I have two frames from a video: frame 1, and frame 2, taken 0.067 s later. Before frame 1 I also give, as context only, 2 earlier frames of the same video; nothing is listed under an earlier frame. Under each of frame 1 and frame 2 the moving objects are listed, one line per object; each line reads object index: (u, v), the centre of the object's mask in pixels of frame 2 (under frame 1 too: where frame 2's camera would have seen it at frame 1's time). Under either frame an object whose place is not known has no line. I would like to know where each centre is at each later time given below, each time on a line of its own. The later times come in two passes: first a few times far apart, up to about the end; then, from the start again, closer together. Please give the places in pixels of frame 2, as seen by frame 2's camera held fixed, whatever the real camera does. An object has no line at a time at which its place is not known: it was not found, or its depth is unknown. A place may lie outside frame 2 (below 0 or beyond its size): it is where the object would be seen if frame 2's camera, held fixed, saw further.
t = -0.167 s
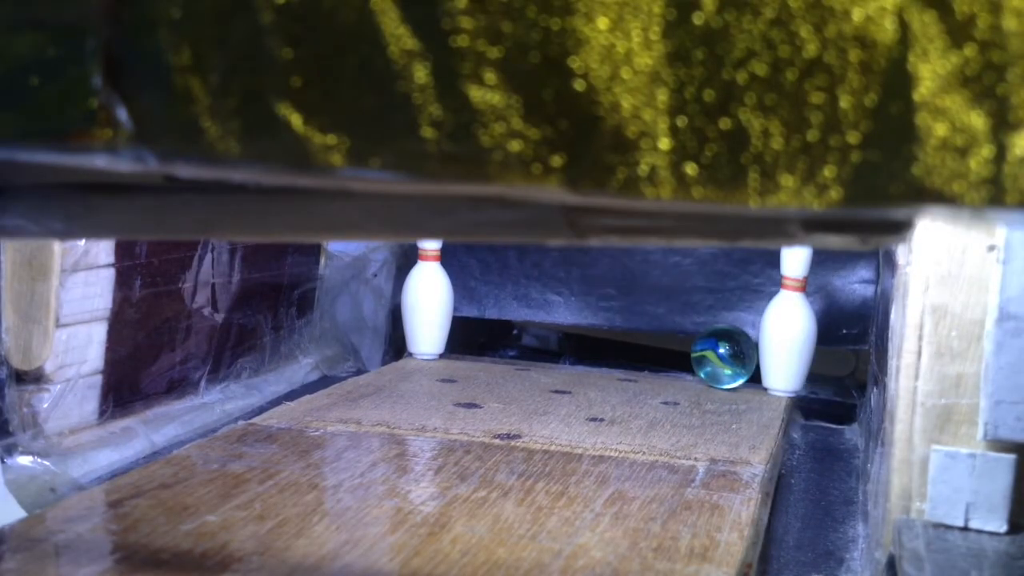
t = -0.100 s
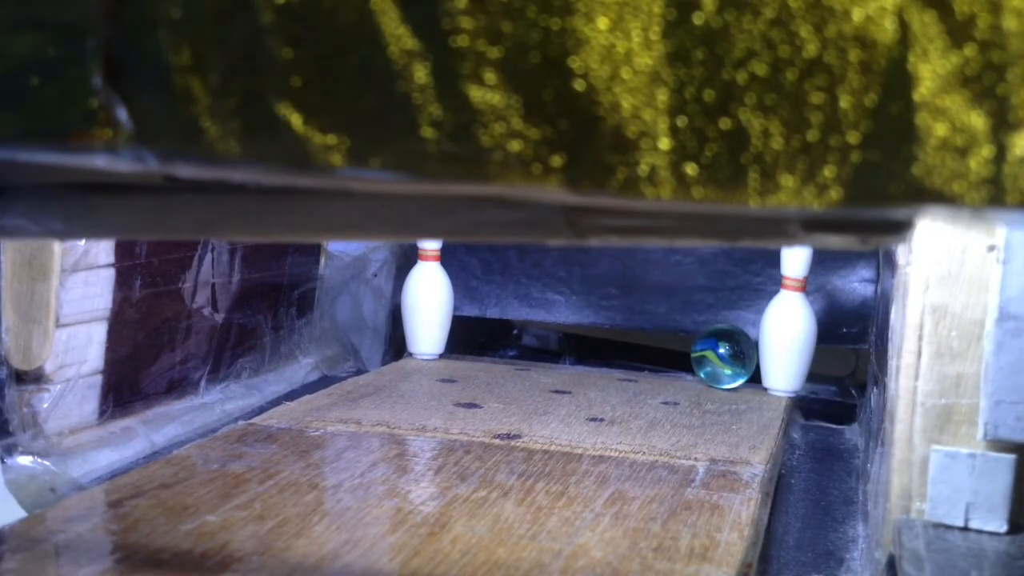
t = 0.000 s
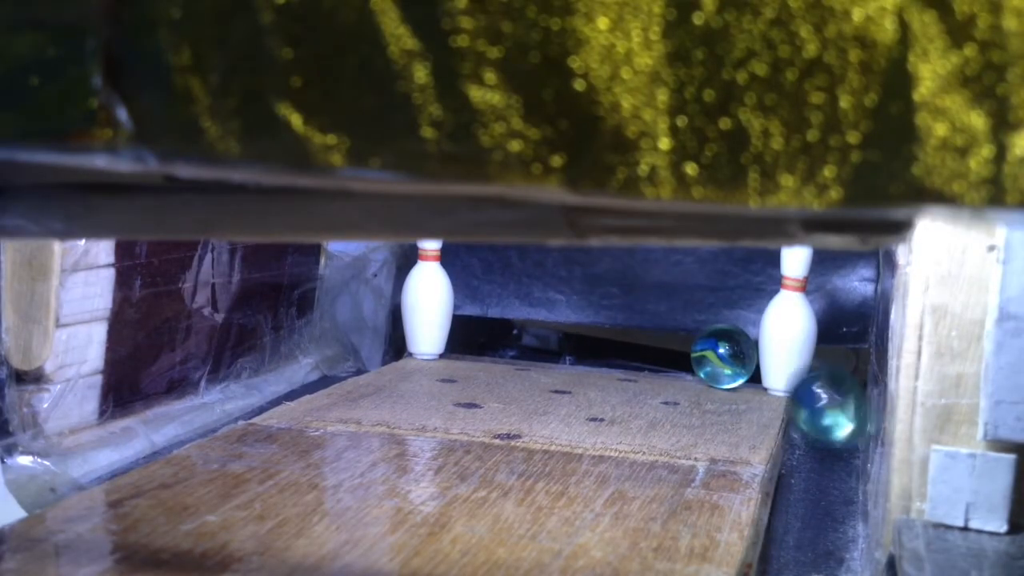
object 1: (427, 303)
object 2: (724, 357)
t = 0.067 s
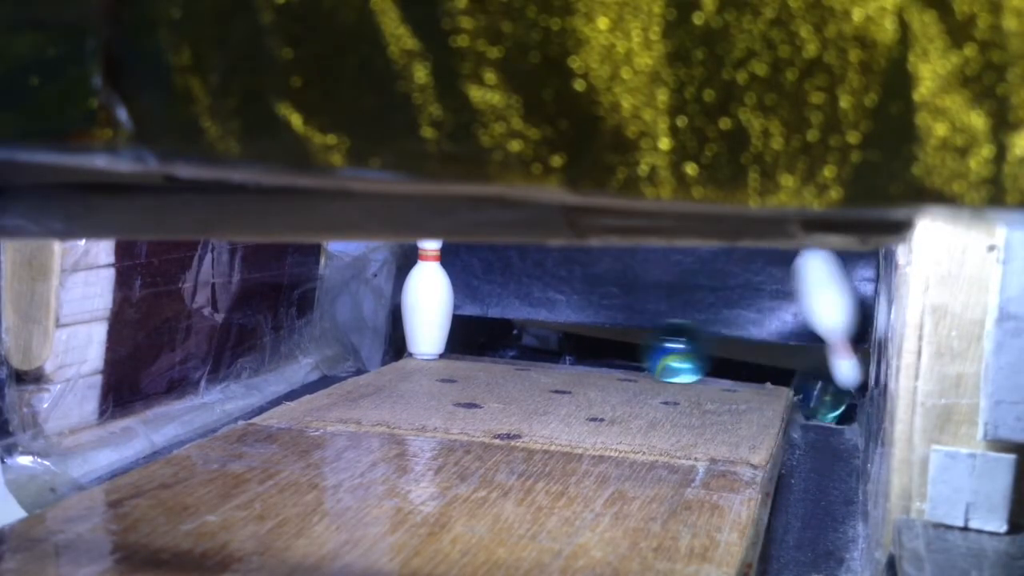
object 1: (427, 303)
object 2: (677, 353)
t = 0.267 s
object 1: (427, 303)
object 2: (538, 340)
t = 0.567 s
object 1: (365, 309)
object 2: (434, 330)
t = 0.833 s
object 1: (362, 304)
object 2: (410, 329)
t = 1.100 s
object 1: (357, 282)
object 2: (380, 335)
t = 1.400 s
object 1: (370, 308)
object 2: (343, 358)
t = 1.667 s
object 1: (369, 313)
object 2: (313, 368)
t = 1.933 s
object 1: (369, 313)
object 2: (257, 388)
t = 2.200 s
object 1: (369, 313)
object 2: (201, 408)
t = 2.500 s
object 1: (369, 313)
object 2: (116, 443)
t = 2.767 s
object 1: (369, 313)
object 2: (88, 455)
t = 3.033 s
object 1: (369, 313)
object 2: (102, 449)
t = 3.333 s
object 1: (369, 313)
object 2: (94, 453)
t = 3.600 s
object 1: (369, 313)
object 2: (94, 453)
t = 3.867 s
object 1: (369, 313)
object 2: (94, 453)
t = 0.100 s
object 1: (427, 303)
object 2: (650, 350)
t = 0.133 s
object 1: (427, 303)
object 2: (626, 348)
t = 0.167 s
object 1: (427, 303)
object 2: (602, 347)
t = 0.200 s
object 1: (427, 303)
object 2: (581, 344)
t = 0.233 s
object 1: (427, 303)
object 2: (562, 342)
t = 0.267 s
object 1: (427, 303)
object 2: (538, 340)
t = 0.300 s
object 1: (427, 303)
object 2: (515, 341)
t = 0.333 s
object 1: (427, 303)
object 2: (499, 338)
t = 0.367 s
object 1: (427, 303)
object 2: (481, 335)
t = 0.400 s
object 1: (420, 300)
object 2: (470, 334)
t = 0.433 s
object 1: (409, 299)
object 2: (460, 332)
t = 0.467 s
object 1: (393, 297)
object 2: (453, 331)
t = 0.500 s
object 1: (376, 305)
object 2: (446, 331)
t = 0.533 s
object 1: (368, 310)
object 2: (440, 331)
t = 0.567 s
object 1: (365, 309)
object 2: (434, 330)
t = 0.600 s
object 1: (364, 310)
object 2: (430, 330)
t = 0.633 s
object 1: (364, 310)
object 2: (427, 329)
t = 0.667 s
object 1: (364, 309)
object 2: (423, 329)
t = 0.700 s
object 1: (364, 308)
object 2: (419, 329)
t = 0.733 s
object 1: (364, 306)
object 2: (416, 329)
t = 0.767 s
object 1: (363, 306)
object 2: (414, 329)
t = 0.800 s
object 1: (362, 305)
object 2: (412, 329)
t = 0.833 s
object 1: (362, 304)
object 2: (410, 329)
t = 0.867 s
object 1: (361, 304)
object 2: (409, 329)
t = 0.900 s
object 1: (361, 303)
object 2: (408, 329)
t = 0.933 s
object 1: (360, 302)
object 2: (406, 329)
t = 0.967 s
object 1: (362, 306)
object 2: (405, 330)
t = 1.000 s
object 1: (361, 304)
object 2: (403, 330)
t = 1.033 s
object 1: (360, 302)
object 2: (399, 330)
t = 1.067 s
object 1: (359, 298)
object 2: (393, 331)
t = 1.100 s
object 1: (357, 282)
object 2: (380, 335)
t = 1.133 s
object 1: (369, 302)
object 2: (357, 352)
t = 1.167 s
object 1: (370, 309)
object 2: (339, 352)
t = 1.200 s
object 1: (370, 311)
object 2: (332, 349)
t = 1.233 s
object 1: (370, 311)
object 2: (335, 353)
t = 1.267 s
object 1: (370, 309)
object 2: (340, 355)
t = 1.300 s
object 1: (370, 305)
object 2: (348, 355)
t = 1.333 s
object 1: (370, 306)
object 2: (348, 356)
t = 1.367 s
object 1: (370, 307)
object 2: (346, 357)
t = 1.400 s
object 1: (370, 308)
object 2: (343, 358)
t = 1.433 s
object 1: (370, 309)
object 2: (340, 359)
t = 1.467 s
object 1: (370, 310)
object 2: (337, 360)
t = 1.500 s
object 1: (370, 312)
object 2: (333, 361)
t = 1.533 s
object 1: (369, 313)
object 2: (330, 362)
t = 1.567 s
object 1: (369, 313)
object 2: (326, 364)
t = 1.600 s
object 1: (369, 313)
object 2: (322, 365)
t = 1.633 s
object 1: (369, 313)
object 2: (318, 366)
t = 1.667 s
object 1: (369, 313)
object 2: (313, 368)
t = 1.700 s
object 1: (369, 313)
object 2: (309, 370)
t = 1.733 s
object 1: (369, 313)
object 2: (304, 371)
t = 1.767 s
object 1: (369, 313)
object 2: (298, 373)
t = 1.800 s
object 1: (369, 313)
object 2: (292, 376)
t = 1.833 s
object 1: (369, 313)
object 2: (285, 378)
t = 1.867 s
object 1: (369, 313)
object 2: (278, 381)
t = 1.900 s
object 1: (369, 313)
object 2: (266, 384)
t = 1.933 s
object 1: (369, 313)
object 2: (257, 388)
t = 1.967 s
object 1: (369, 313)
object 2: (250, 391)
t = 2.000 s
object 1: (369, 313)
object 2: (242, 393)
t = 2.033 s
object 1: (369, 313)
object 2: (235, 397)
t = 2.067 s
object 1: (369, 313)
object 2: (228, 398)
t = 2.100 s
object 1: (369, 313)
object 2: (220, 402)
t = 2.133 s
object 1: (369, 313)
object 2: (214, 404)
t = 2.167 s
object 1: (369, 313)
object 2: (208, 406)
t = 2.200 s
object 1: (369, 313)
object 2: (201, 408)
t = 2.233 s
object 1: (369, 313)
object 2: (193, 413)
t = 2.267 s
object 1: (369, 313)
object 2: (185, 416)
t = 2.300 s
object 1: (369, 313)
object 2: (177, 419)
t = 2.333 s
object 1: (369, 313)
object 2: (169, 423)
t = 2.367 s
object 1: (369, 313)
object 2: (160, 426)
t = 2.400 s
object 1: (369, 313)
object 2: (151, 430)
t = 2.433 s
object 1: (369, 313)
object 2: (141, 433)
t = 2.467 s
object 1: (369, 313)
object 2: (129, 438)
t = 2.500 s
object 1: (369, 313)
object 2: (116, 443)
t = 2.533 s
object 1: (369, 313)
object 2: (101, 450)
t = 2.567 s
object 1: (369, 313)
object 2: (92, 453)
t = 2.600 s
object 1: (369, 313)
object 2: (83, 457)
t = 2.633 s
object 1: (369, 313)
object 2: (79, 457)
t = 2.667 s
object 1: (369, 313)
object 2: (78, 457)
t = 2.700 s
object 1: (369, 313)
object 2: (79, 457)
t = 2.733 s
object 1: (369, 313)
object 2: (82, 457)
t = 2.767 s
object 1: (369, 313)
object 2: (88, 455)
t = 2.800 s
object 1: (369, 313)
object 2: (94, 453)
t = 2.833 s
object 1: (369, 313)
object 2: (99, 450)
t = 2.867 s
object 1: (369, 313)
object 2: (106, 448)
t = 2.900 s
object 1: (369, 313)
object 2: (109, 447)
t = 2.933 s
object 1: (369, 313)
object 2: (109, 446)
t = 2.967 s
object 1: (369, 313)
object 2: (109, 447)
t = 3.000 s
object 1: (369, 313)
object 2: (107, 448)
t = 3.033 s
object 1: (369, 313)
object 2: (102, 449)
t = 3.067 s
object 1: (369, 313)
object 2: (97, 451)
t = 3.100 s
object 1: (369, 313)
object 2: (94, 452)
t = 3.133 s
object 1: (369, 313)
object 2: (94, 453)
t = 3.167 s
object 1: (369, 313)
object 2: (94, 453)
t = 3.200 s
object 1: (369, 313)
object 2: (94, 453)
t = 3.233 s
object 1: (369, 313)
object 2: (94, 453)
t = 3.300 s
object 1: (369, 313)
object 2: (94, 453)
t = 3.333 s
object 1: (369, 313)
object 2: (94, 453)
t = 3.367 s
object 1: (369, 313)
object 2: (94, 453)
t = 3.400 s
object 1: (369, 313)
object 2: (94, 453)
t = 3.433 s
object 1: (369, 313)
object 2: (93, 453)
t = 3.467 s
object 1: (369, 313)
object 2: (93, 453)
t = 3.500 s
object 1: (369, 313)
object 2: (94, 452)
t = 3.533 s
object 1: (369, 313)
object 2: (94, 453)
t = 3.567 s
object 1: (369, 313)
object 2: (94, 453)
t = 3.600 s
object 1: (369, 313)
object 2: (94, 453)
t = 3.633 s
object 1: (369, 313)
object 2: (94, 453)
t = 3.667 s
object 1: (369, 313)
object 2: (94, 453)
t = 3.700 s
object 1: (369, 313)
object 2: (94, 453)
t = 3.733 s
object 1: (369, 313)
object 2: (94, 453)
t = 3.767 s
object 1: (369, 313)
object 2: (94, 452)
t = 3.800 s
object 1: (369, 313)
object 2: (94, 452)
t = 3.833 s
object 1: (369, 313)
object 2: (94, 453)
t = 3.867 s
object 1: (369, 313)
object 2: (94, 453)
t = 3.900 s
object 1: (369, 313)
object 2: (94, 453)
